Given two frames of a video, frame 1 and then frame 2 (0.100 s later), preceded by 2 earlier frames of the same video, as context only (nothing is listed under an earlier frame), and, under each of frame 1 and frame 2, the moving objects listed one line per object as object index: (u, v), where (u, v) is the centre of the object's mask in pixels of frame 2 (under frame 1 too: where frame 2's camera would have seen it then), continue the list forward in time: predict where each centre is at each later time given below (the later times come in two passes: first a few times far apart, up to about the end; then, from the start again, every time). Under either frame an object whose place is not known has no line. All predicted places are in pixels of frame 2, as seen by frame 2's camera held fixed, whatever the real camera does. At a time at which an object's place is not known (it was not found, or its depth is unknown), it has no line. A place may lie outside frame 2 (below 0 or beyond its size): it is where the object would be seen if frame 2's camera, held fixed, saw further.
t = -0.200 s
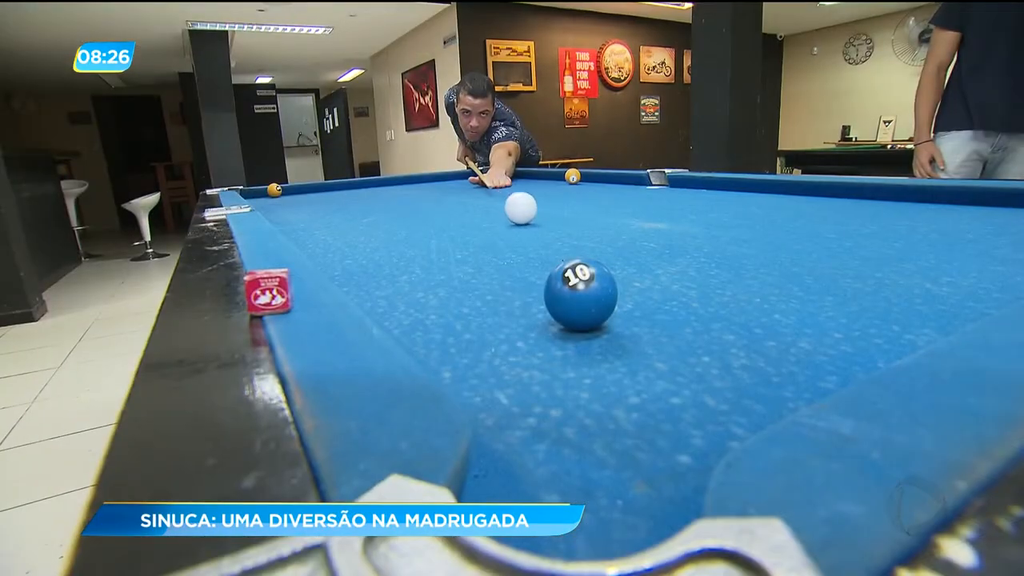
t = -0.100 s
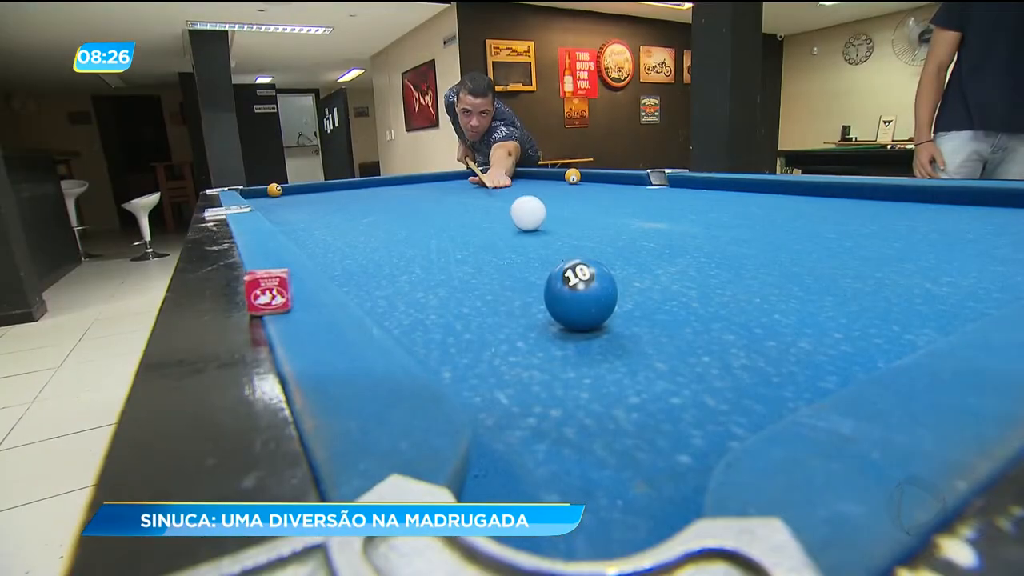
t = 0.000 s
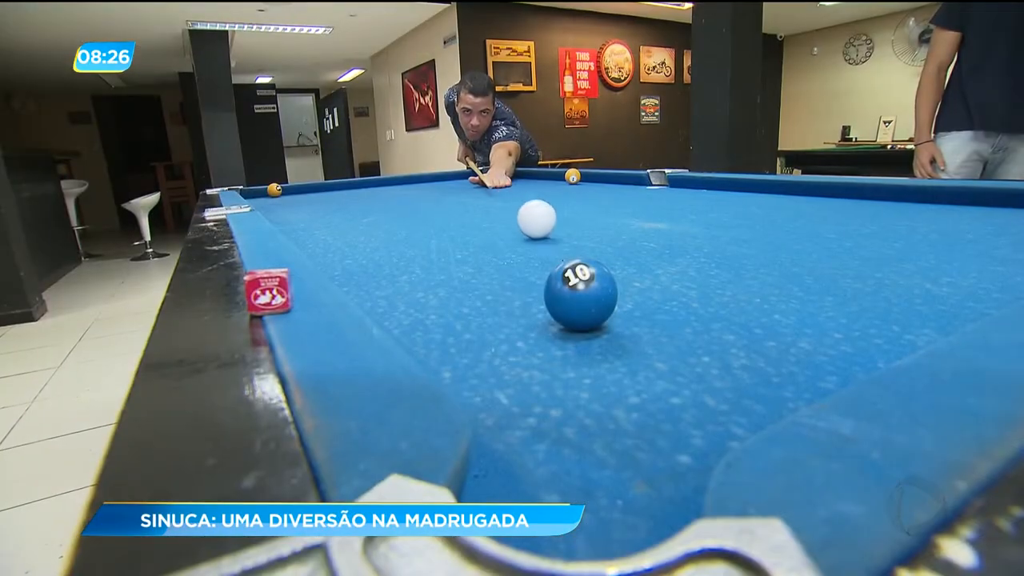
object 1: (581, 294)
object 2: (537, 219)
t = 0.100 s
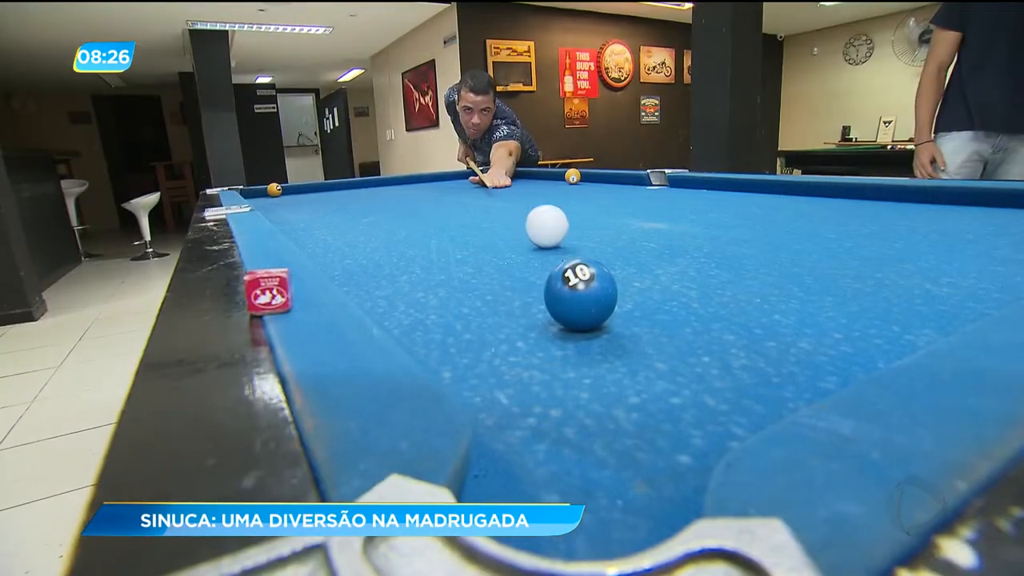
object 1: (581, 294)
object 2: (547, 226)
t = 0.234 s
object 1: (580, 294)
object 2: (563, 236)
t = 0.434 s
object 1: (580, 294)
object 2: (605, 253)
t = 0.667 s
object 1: (527, 324)
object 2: (695, 295)
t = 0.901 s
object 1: (482, 361)
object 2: (852, 333)
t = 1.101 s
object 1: (565, 357)
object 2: (780, 317)
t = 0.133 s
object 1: (581, 294)
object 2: (550, 228)
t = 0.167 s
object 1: (581, 294)
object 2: (555, 231)
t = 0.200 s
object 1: (581, 294)
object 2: (559, 234)
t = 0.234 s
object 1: (580, 294)
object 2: (563, 236)
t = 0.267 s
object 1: (581, 294)
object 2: (568, 238)
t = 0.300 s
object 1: (581, 294)
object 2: (573, 240)
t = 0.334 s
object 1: (581, 294)
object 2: (579, 242)
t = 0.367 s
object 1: (581, 294)
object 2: (587, 244)
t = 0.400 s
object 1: (581, 294)
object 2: (595, 248)
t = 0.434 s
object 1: (580, 294)
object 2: (605, 253)
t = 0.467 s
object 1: (581, 294)
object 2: (615, 260)
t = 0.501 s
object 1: (579, 296)
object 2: (624, 270)
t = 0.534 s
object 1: (567, 302)
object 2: (632, 278)
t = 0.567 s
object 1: (557, 308)
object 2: (646, 282)
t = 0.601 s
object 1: (547, 313)
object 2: (662, 286)
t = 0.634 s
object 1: (537, 319)
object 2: (678, 290)
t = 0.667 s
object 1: (527, 324)
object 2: (695, 295)
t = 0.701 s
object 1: (515, 330)
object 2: (714, 300)
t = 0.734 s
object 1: (503, 338)
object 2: (734, 305)
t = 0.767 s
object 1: (490, 345)
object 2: (755, 311)
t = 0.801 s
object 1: (475, 353)
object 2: (777, 317)
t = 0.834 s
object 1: (464, 357)
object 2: (801, 323)
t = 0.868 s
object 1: (470, 359)
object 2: (828, 330)
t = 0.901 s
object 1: (482, 361)
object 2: (852, 333)
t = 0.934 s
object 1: (495, 363)
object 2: (859, 332)
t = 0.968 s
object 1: (510, 361)
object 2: (842, 332)
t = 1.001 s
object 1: (523, 360)
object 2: (826, 330)
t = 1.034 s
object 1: (538, 359)
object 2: (810, 325)
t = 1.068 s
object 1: (551, 358)
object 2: (794, 321)
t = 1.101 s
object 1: (565, 357)
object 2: (780, 317)
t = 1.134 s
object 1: (578, 356)
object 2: (767, 314)
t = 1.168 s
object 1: (591, 356)
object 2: (754, 310)
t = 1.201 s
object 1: (603, 355)
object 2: (742, 306)
